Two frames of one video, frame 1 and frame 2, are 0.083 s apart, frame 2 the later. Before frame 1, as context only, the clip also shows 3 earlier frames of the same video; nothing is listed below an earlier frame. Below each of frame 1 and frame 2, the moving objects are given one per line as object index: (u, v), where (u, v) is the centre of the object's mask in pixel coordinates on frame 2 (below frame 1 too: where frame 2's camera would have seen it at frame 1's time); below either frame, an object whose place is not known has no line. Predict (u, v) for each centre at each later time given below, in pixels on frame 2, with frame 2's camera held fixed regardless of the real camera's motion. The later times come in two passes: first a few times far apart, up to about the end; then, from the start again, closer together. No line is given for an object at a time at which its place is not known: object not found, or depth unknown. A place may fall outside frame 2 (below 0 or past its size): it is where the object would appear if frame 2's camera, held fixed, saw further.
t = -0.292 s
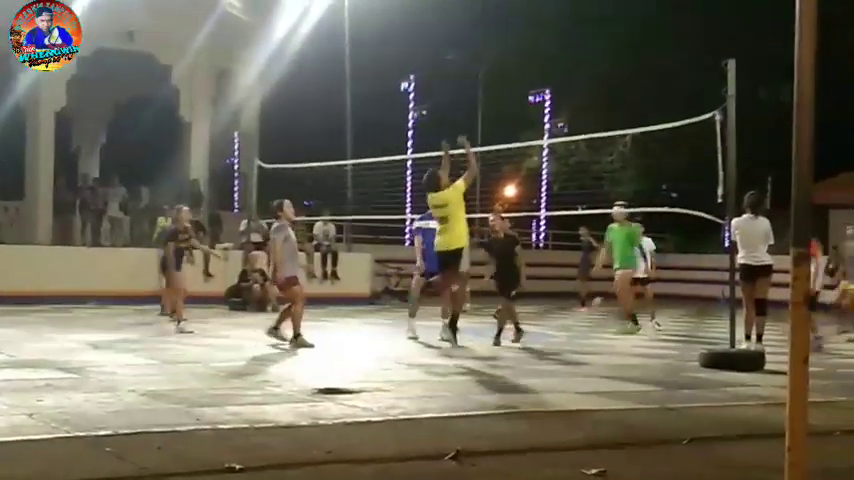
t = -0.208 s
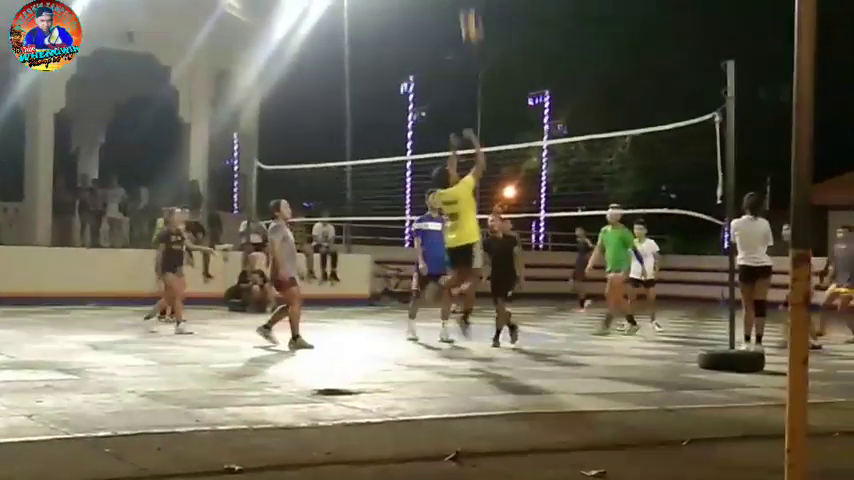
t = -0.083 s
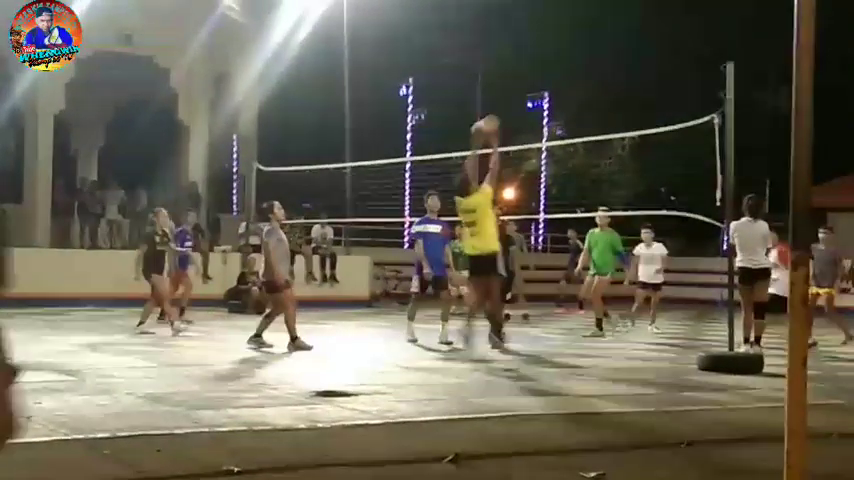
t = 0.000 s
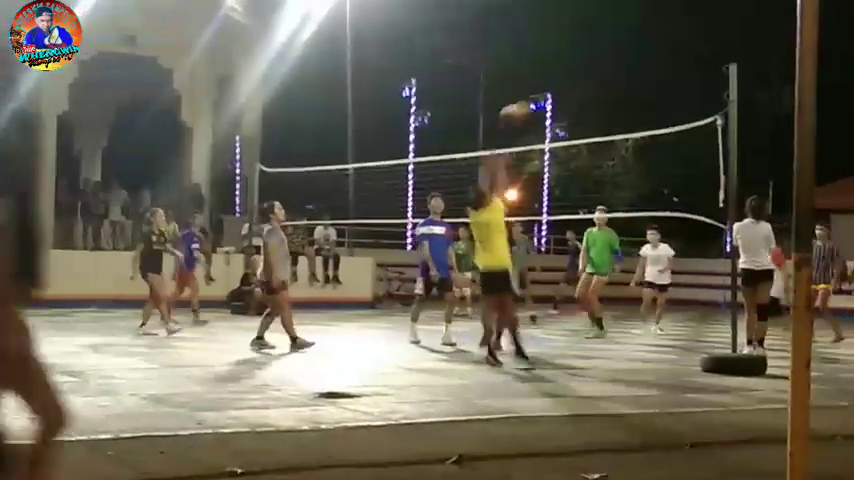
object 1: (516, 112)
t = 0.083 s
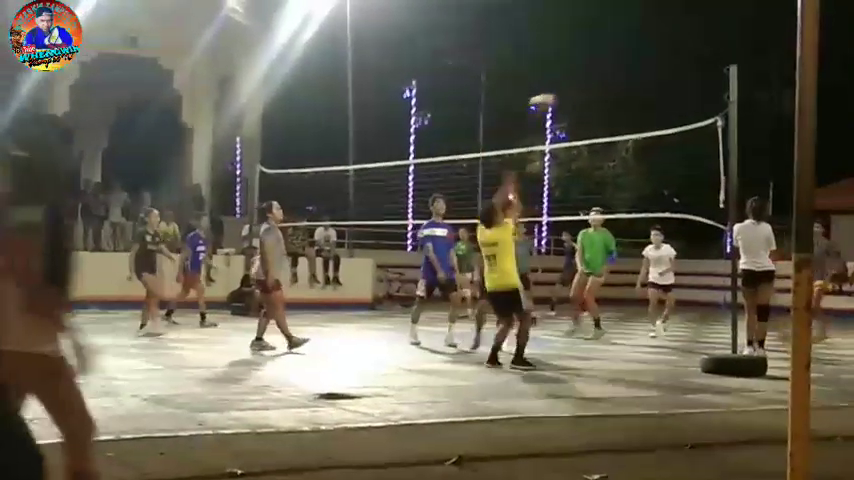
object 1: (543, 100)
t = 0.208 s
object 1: (581, 98)
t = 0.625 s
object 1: (689, 173)
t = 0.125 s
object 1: (556, 99)
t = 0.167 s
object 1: (568, 98)
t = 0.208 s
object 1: (581, 98)
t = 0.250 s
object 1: (593, 100)
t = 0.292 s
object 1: (605, 103)
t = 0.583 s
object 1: (680, 160)
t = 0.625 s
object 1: (689, 173)
